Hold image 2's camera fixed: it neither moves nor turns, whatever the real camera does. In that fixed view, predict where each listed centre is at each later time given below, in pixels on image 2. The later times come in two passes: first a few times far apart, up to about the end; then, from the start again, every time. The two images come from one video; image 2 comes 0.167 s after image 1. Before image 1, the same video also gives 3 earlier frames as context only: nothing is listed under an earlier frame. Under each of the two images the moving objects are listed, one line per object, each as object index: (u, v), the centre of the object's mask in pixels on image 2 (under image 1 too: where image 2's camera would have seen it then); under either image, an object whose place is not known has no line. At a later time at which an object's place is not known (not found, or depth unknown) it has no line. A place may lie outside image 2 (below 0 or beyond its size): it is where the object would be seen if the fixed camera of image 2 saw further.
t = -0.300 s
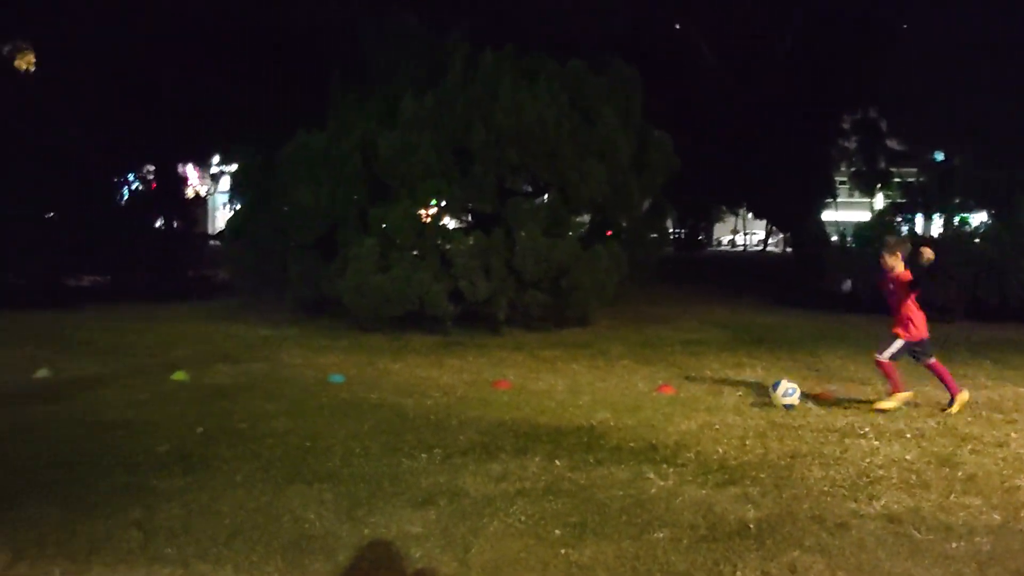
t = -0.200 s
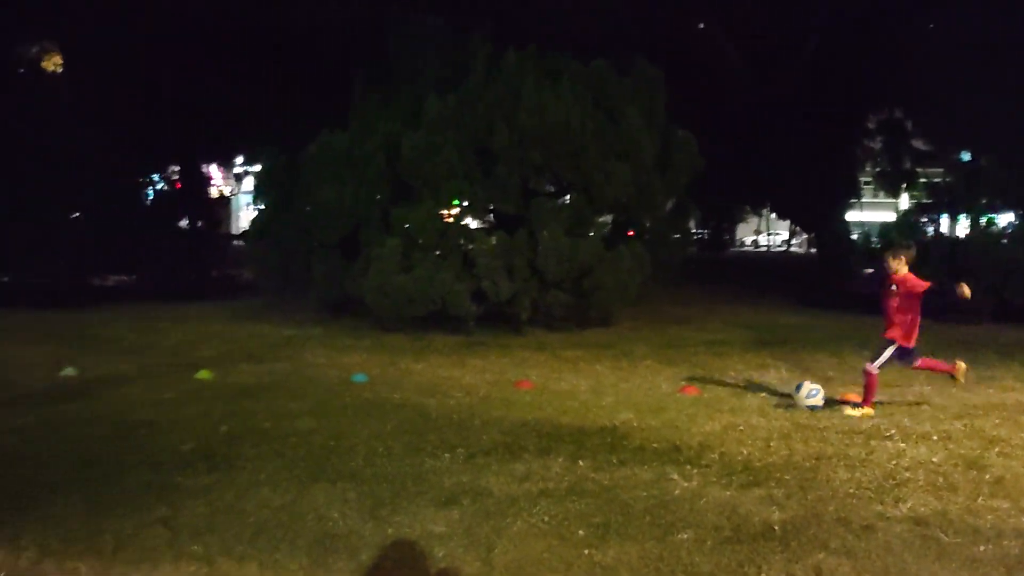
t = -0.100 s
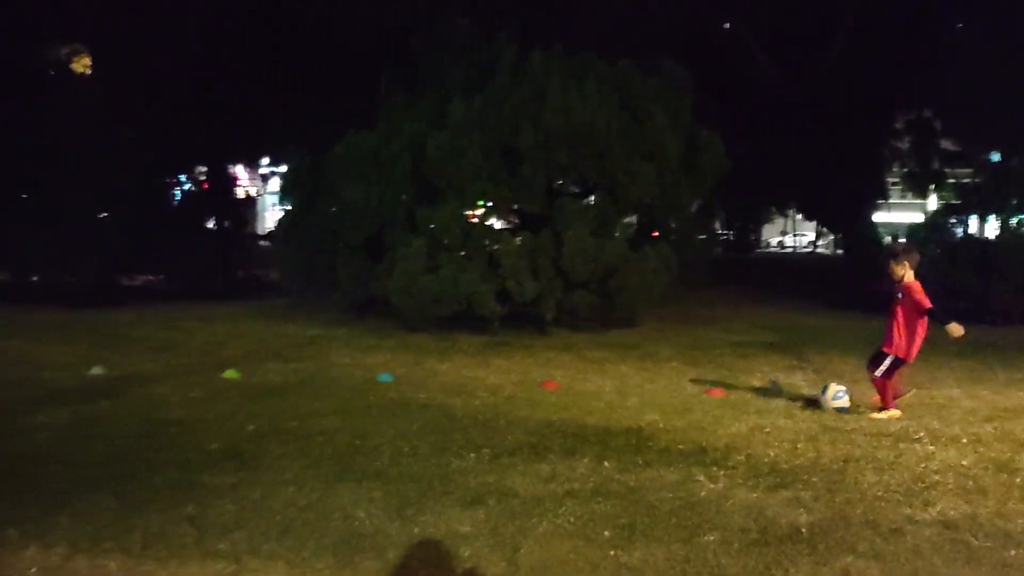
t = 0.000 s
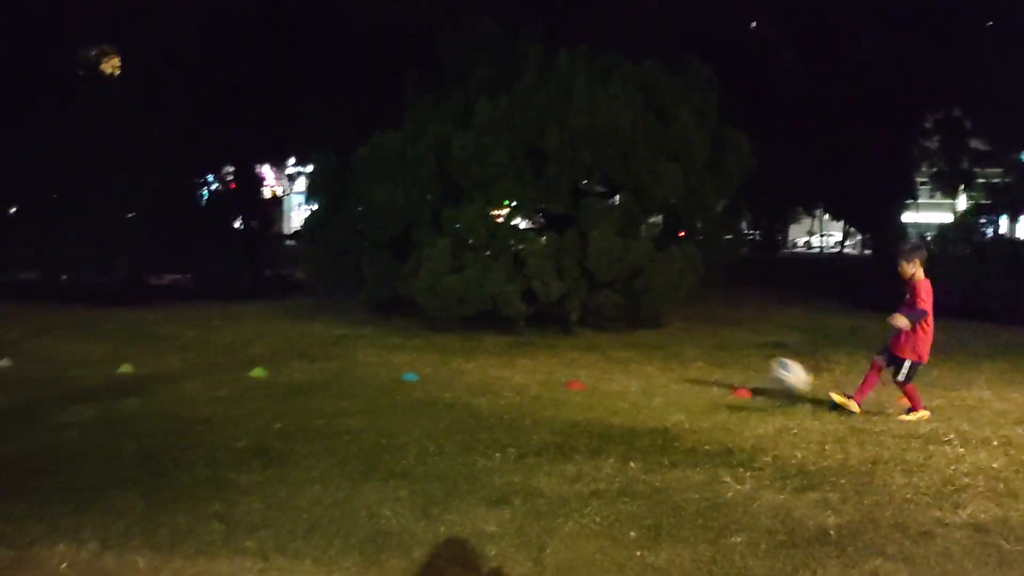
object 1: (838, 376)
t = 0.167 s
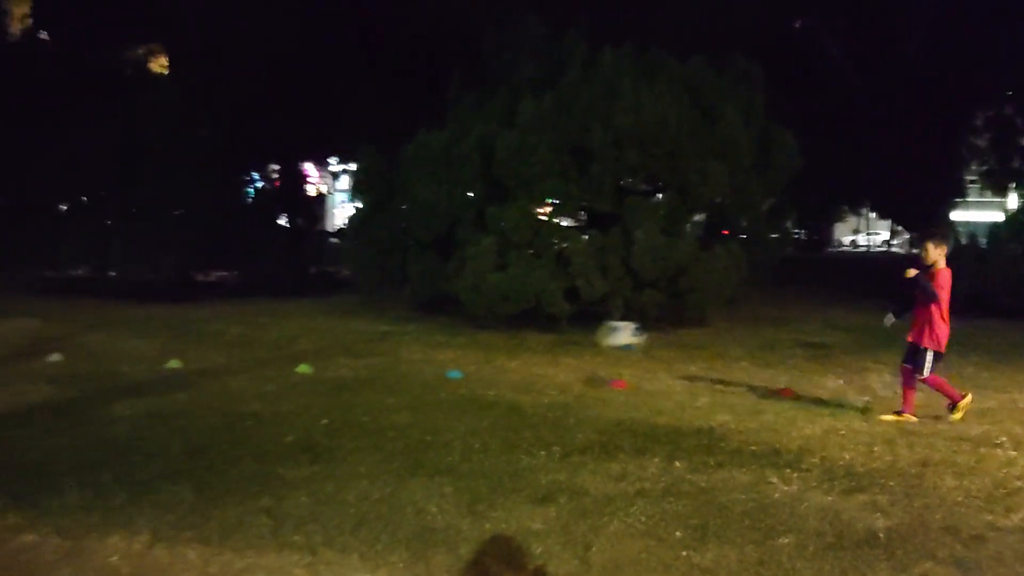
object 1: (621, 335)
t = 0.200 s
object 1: (576, 332)
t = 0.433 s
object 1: (212, 366)
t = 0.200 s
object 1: (576, 332)
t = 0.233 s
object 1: (527, 331)
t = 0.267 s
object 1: (479, 333)
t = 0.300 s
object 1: (428, 333)
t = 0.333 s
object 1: (376, 339)
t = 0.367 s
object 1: (324, 346)
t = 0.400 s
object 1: (273, 355)
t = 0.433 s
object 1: (212, 366)
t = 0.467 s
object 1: (157, 379)
